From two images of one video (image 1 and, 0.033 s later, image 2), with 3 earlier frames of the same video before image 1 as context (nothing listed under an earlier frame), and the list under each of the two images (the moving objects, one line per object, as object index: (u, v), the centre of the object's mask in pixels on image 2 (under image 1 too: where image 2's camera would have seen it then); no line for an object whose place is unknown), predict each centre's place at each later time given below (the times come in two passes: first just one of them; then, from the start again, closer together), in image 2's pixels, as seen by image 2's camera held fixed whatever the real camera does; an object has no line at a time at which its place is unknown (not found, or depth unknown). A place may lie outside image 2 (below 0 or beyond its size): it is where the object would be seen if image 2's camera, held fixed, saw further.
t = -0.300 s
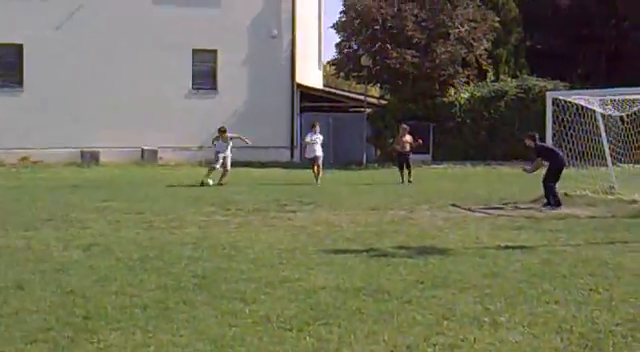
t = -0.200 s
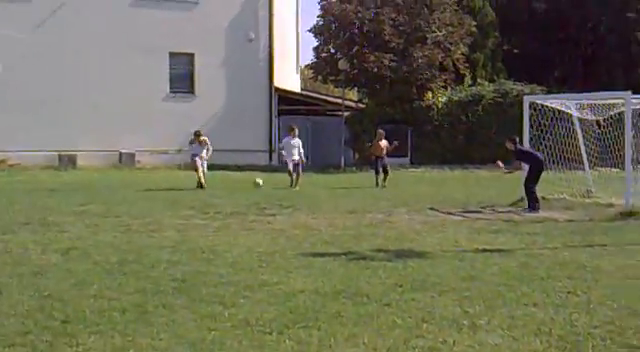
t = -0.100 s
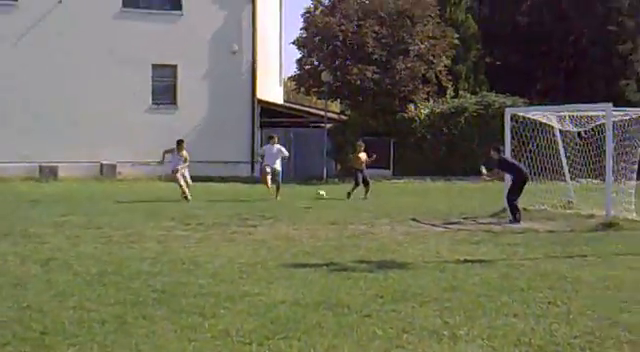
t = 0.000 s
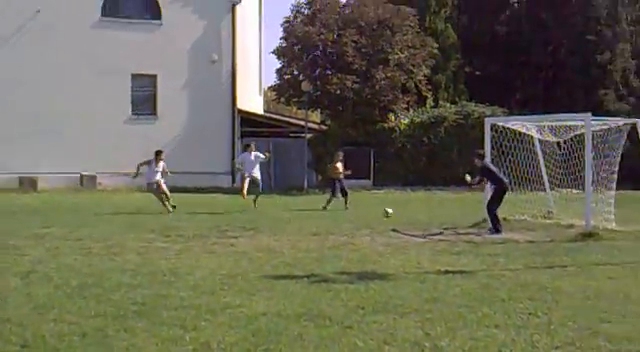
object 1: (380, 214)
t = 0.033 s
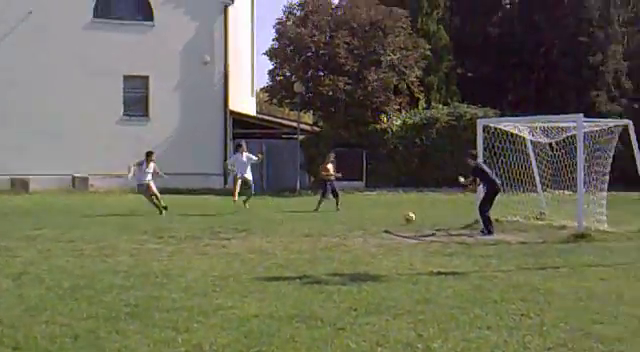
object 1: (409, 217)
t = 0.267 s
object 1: (597, 219)
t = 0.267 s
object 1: (597, 219)
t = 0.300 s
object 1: (613, 218)
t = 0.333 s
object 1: (630, 212)
